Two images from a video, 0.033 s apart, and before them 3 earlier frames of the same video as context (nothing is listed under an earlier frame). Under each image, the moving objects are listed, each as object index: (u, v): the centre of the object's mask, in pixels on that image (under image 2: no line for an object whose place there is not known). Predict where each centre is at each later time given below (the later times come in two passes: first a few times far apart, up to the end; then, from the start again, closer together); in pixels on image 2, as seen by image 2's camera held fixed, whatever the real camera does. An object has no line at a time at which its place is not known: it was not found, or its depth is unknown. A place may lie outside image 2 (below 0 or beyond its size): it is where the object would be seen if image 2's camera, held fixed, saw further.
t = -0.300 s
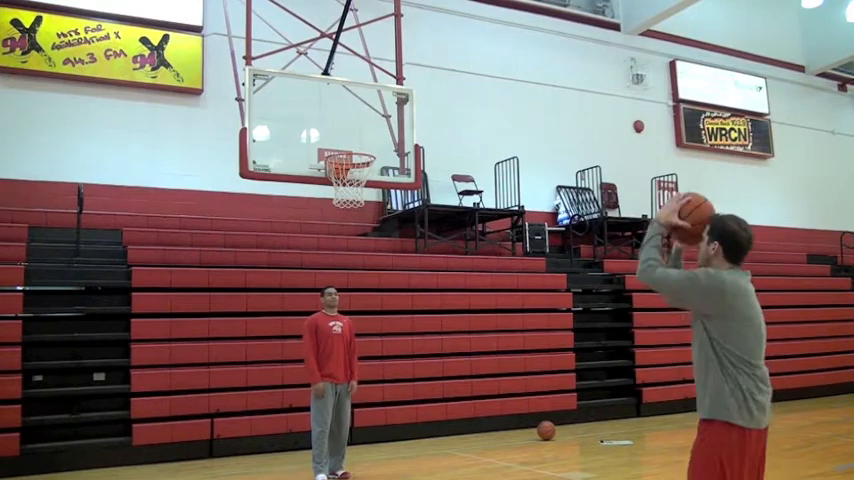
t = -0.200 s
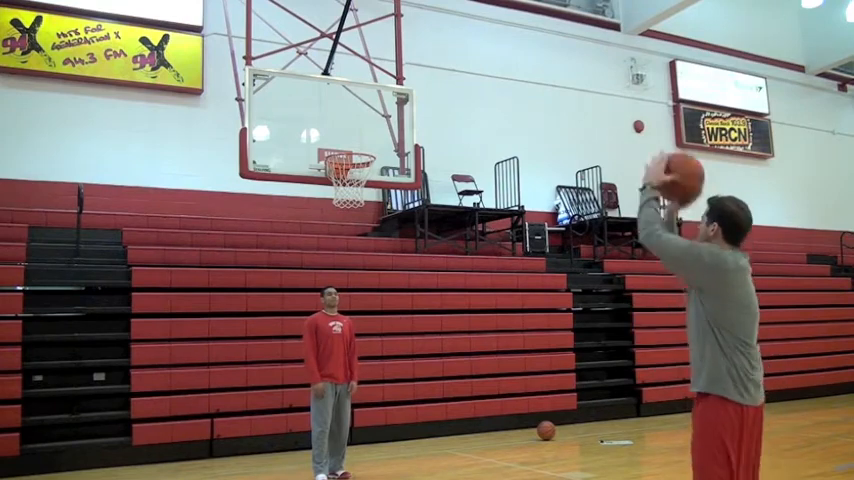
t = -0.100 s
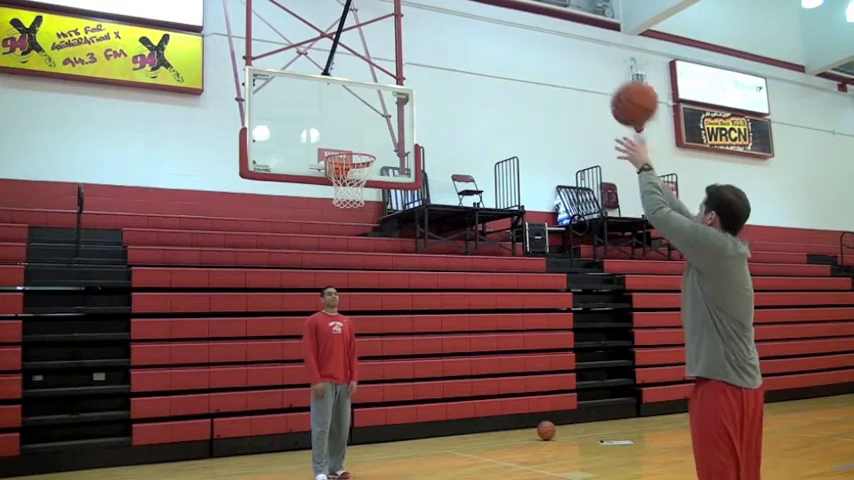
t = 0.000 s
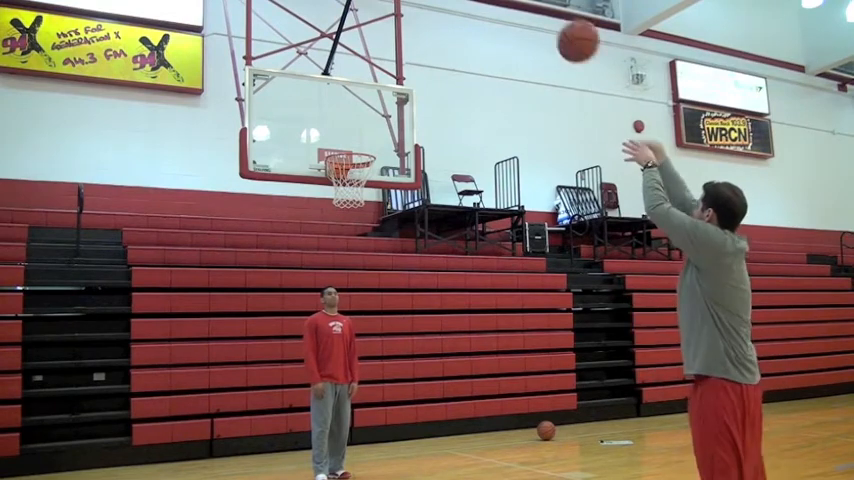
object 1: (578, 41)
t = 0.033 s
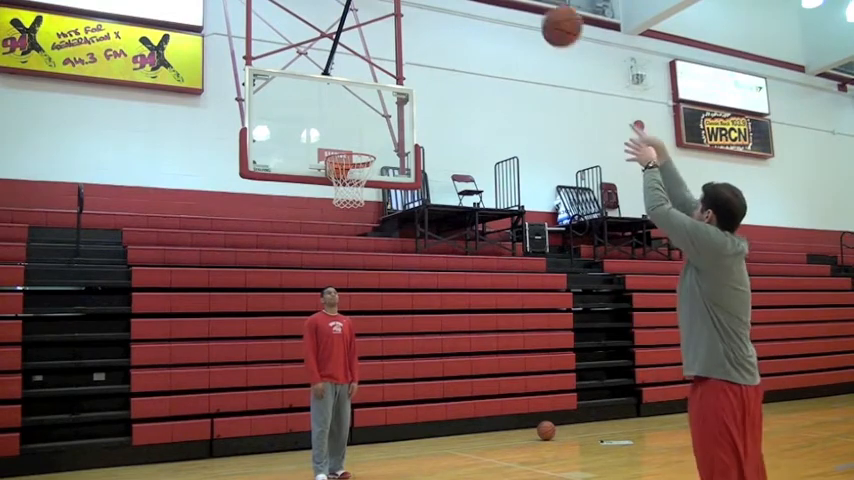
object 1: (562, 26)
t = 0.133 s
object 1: (518, 6)
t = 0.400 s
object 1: (436, 4)
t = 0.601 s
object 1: (394, 42)
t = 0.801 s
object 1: (360, 121)
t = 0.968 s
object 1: (347, 200)
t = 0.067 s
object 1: (546, 16)
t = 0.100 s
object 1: (532, 10)
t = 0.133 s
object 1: (518, 6)
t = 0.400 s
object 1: (436, 4)
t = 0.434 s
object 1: (428, 6)
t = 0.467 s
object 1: (421, 9)
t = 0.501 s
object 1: (414, 14)
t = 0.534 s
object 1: (407, 22)
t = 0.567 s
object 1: (400, 31)
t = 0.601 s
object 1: (394, 42)
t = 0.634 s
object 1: (386, 53)
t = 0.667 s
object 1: (382, 65)
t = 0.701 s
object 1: (376, 79)
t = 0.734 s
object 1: (371, 92)
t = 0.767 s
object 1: (365, 106)
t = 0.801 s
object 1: (360, 121)
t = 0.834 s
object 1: (355, 136)
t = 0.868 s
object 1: (351, 150)
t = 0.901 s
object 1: (344, 169)
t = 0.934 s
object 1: (346, 176)
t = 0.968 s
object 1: (347, 200)
